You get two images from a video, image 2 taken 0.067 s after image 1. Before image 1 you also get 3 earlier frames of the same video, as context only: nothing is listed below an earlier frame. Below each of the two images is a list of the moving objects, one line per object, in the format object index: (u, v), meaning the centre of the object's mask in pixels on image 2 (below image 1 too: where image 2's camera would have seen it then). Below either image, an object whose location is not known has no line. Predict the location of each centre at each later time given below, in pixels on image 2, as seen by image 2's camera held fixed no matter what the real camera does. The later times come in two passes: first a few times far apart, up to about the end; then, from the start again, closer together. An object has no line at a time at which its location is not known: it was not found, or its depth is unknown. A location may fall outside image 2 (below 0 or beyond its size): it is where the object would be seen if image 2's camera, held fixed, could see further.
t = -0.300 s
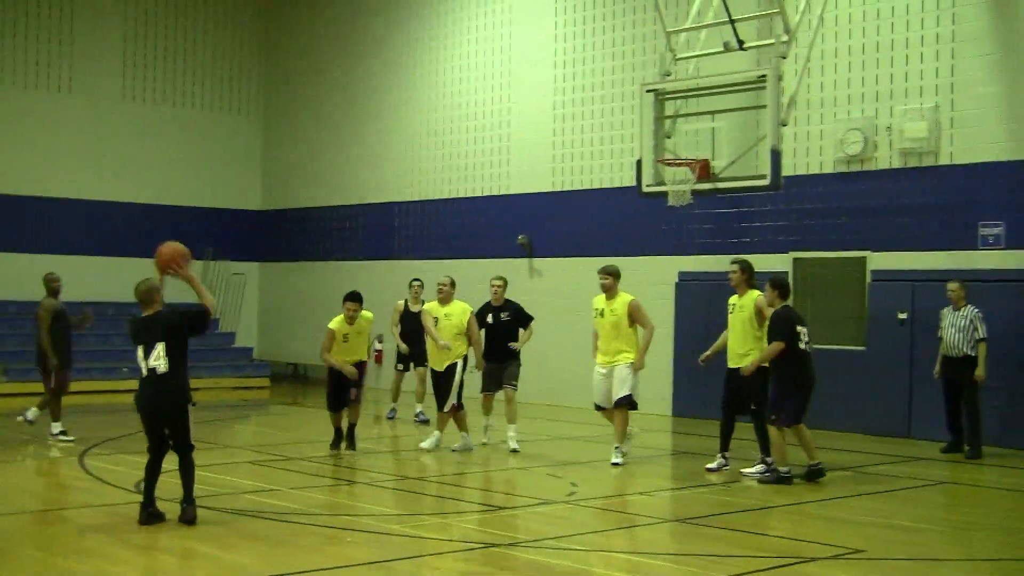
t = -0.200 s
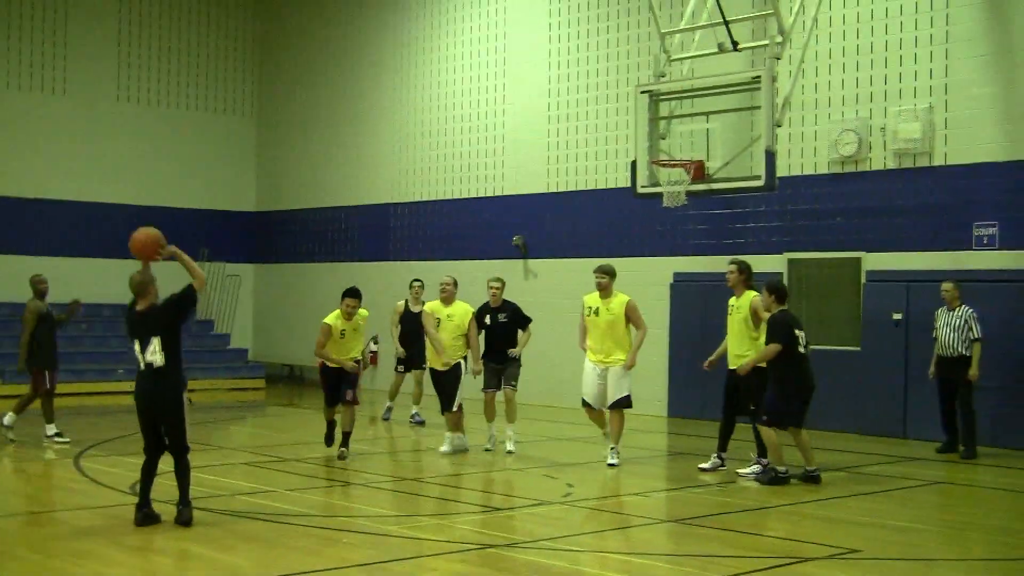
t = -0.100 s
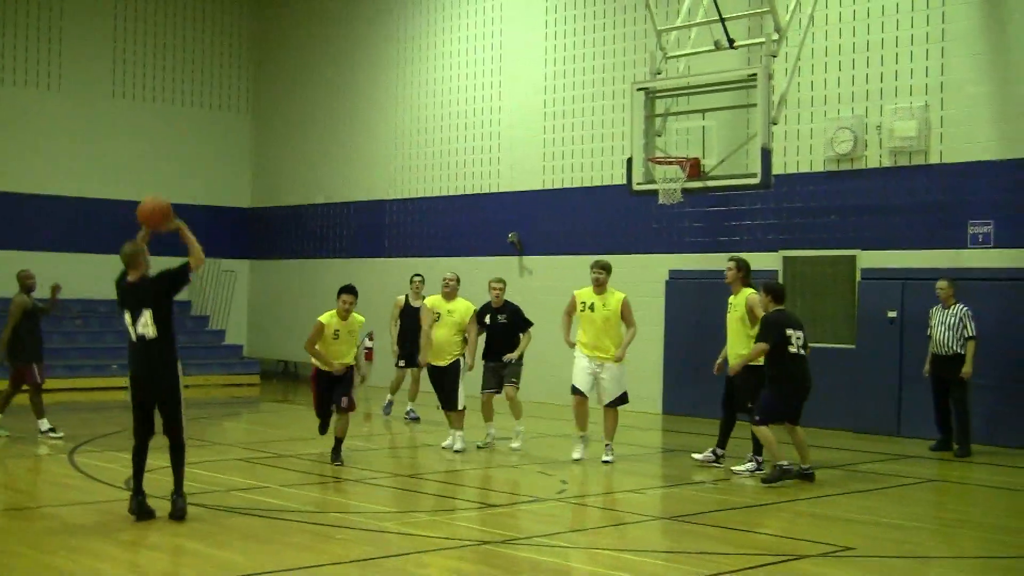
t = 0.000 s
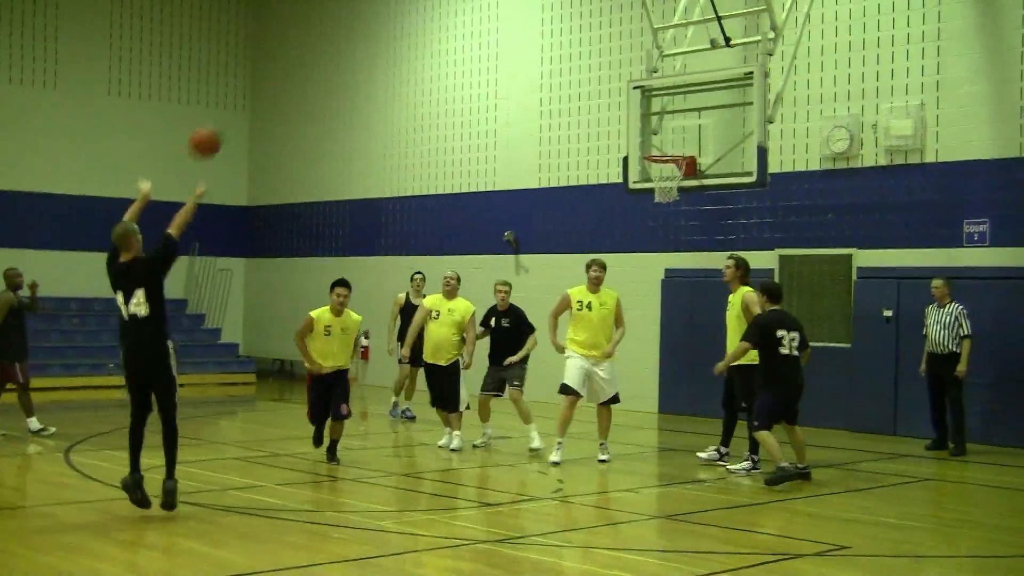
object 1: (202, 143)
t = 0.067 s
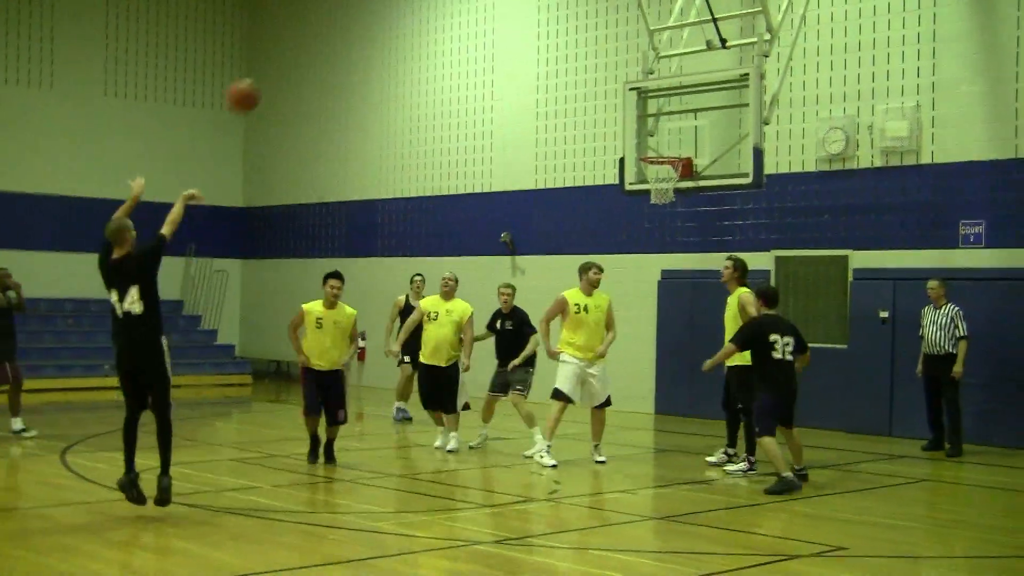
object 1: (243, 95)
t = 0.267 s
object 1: (355, 6)
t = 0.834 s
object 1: (577, 34)
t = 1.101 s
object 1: (653, 145)
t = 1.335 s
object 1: (642, 187)
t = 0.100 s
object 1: (264, 76)
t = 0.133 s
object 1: (284, 58)
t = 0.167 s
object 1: (303, 42)
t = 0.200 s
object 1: (320, 28)
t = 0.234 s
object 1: (338, 16)
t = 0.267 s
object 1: (355, 6)
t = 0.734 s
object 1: (545, 6)
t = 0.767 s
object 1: (556, 15)
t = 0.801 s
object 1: (567, 24)
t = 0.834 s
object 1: (577, 34)
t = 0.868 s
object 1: (587, 46)
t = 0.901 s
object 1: (598, 57)
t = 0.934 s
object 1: (608, 70)
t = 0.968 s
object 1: (617, 83)
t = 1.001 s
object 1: (627, 98)
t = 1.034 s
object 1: (636, 113)
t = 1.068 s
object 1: (644, 128)
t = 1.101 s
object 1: (653, 145)
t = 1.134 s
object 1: (661, 159)
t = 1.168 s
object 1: (669, 163)
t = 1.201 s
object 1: (668, 167)
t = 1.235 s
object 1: (660, 175)
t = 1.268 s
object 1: (653, 182)
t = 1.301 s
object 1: (646, 185)
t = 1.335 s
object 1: (642, 187)
